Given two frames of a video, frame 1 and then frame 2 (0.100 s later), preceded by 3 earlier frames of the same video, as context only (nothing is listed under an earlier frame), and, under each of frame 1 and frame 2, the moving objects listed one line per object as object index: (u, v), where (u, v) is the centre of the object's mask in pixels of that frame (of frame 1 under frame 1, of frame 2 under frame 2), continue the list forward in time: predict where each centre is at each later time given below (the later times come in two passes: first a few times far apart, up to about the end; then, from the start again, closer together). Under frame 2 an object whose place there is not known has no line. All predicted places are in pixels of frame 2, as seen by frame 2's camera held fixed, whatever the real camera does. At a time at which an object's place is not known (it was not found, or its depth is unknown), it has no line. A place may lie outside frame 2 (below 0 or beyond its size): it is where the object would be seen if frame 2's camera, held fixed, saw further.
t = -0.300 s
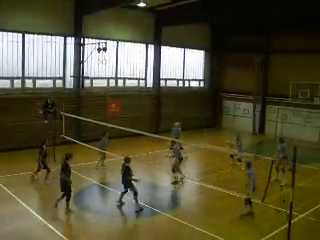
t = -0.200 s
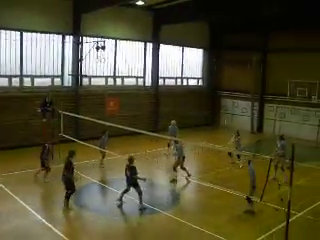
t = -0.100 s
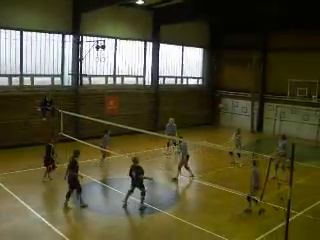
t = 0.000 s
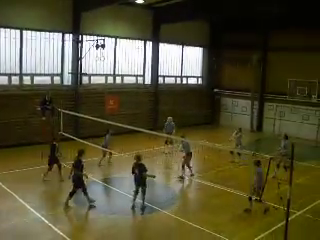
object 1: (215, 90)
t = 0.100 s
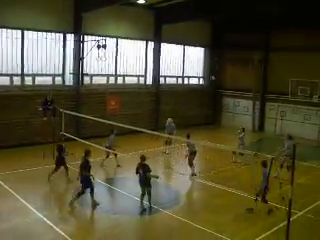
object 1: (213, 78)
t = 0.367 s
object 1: (199, 56)
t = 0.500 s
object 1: (192, 51)
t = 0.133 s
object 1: (210, 74)
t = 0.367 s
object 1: (199, 56)
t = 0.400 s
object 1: (198, 55)
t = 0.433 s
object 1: (196, 53)
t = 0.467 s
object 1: (194, 52)
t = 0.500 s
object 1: (192, 51)
